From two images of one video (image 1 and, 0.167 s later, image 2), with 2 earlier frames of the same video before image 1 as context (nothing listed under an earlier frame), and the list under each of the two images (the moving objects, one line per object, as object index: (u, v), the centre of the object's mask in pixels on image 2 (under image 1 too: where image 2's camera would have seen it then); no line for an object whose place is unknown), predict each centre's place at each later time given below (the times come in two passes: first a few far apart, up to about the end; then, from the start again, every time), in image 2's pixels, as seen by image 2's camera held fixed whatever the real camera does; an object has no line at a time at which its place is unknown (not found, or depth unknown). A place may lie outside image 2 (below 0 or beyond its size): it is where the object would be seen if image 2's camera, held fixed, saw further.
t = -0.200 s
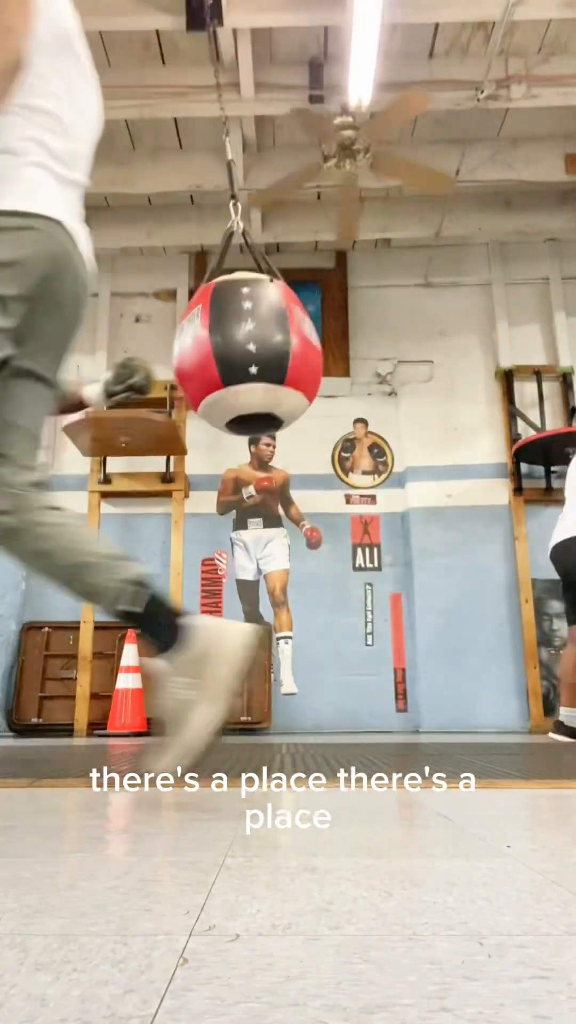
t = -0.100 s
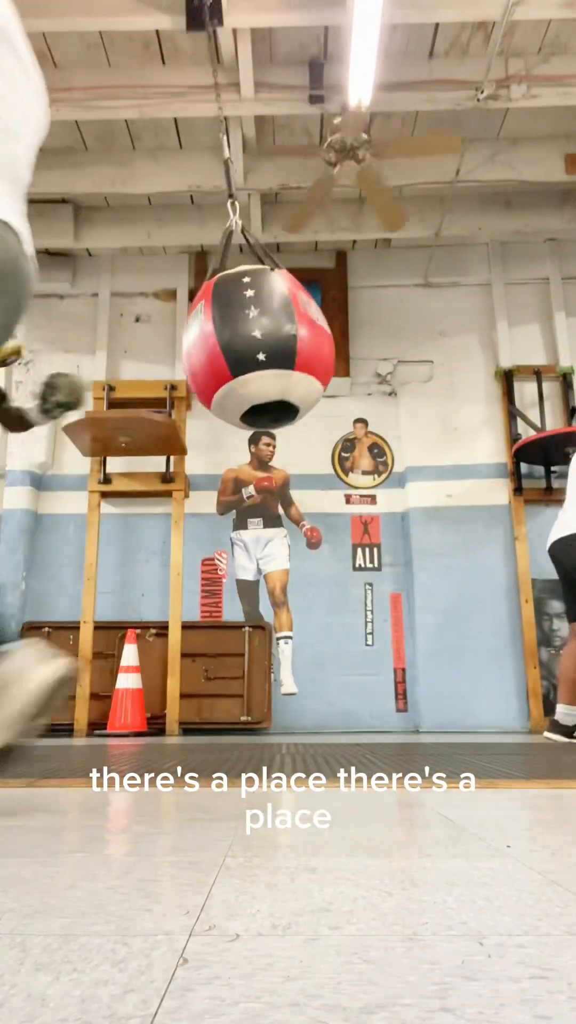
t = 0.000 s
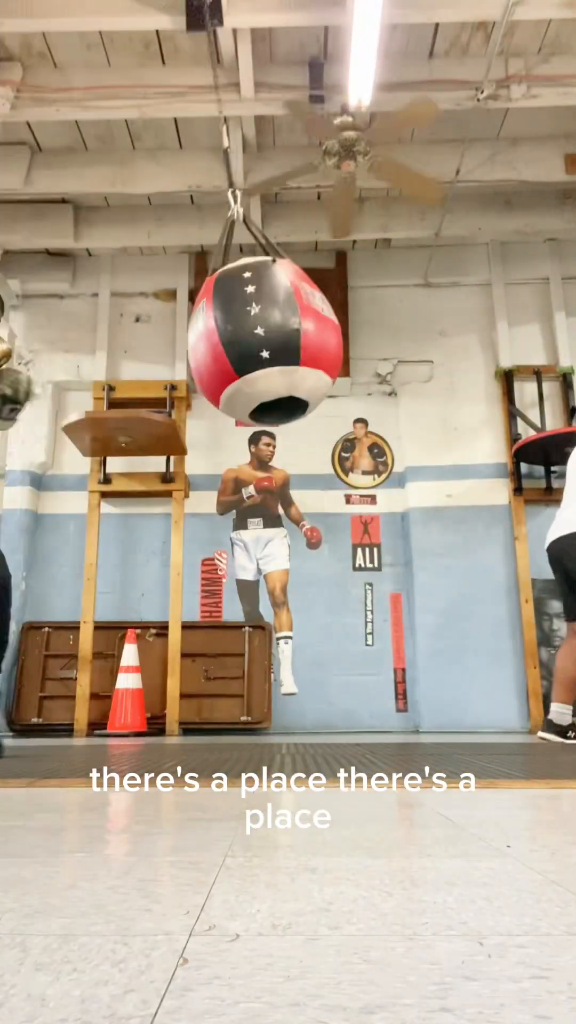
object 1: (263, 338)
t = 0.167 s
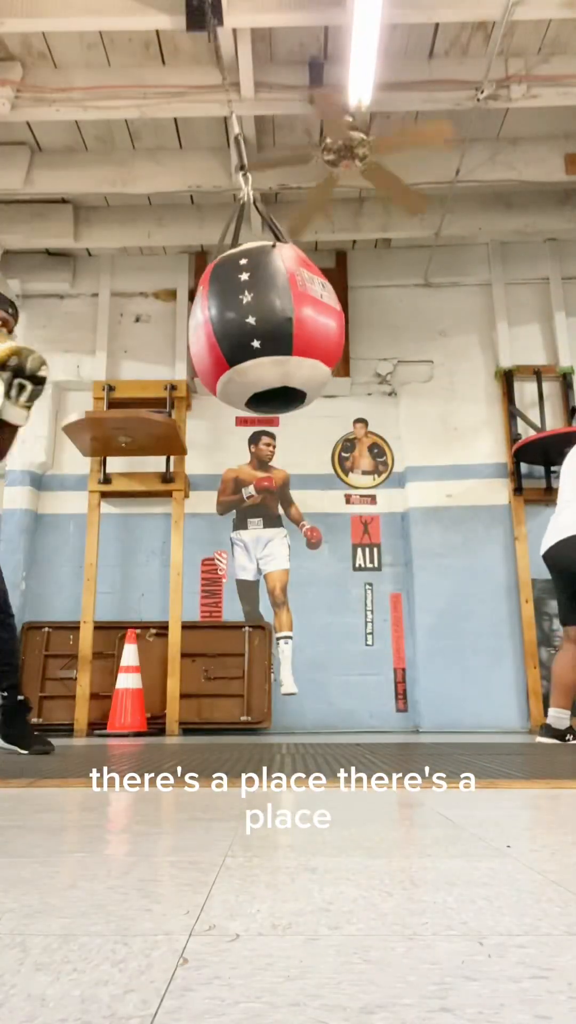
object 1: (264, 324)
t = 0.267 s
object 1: (261, 325)
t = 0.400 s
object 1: (249, 321)
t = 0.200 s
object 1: (263, 324)
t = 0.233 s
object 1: (262, 324)
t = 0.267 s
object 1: (261, 325)
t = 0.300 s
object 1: (258, 323)
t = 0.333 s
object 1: (256, 326)
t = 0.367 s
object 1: (253, 322)
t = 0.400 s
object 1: (249, 321)
